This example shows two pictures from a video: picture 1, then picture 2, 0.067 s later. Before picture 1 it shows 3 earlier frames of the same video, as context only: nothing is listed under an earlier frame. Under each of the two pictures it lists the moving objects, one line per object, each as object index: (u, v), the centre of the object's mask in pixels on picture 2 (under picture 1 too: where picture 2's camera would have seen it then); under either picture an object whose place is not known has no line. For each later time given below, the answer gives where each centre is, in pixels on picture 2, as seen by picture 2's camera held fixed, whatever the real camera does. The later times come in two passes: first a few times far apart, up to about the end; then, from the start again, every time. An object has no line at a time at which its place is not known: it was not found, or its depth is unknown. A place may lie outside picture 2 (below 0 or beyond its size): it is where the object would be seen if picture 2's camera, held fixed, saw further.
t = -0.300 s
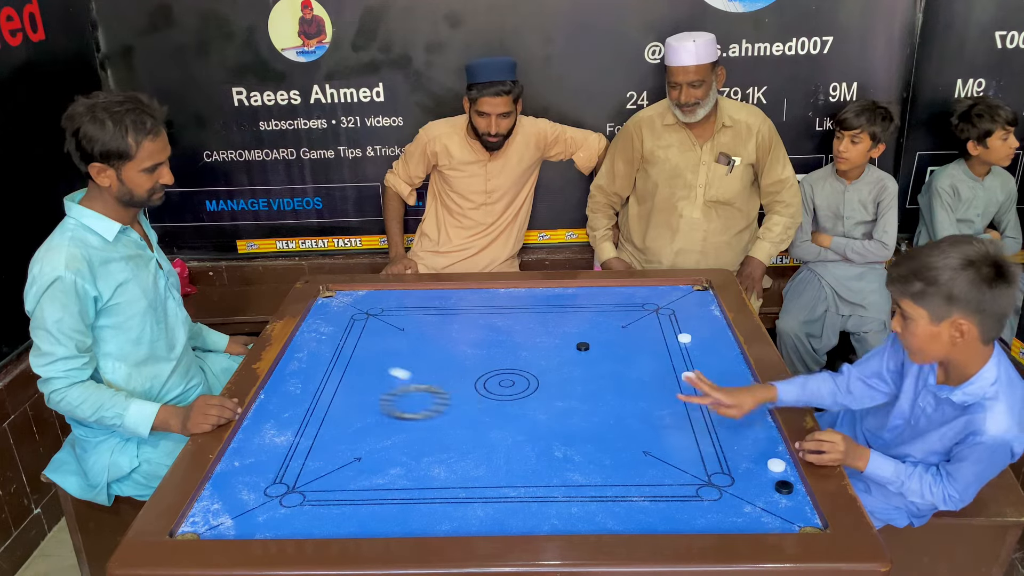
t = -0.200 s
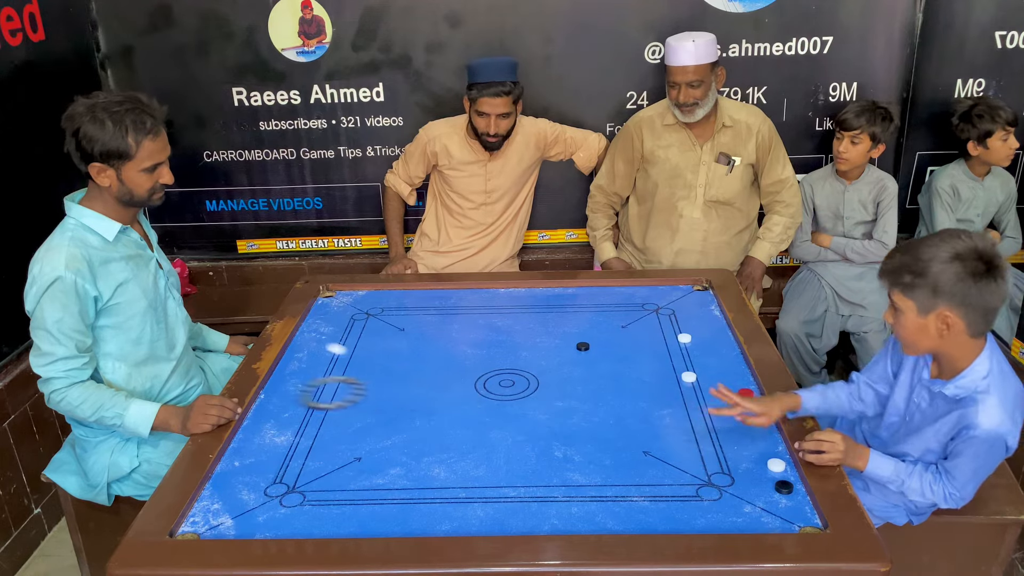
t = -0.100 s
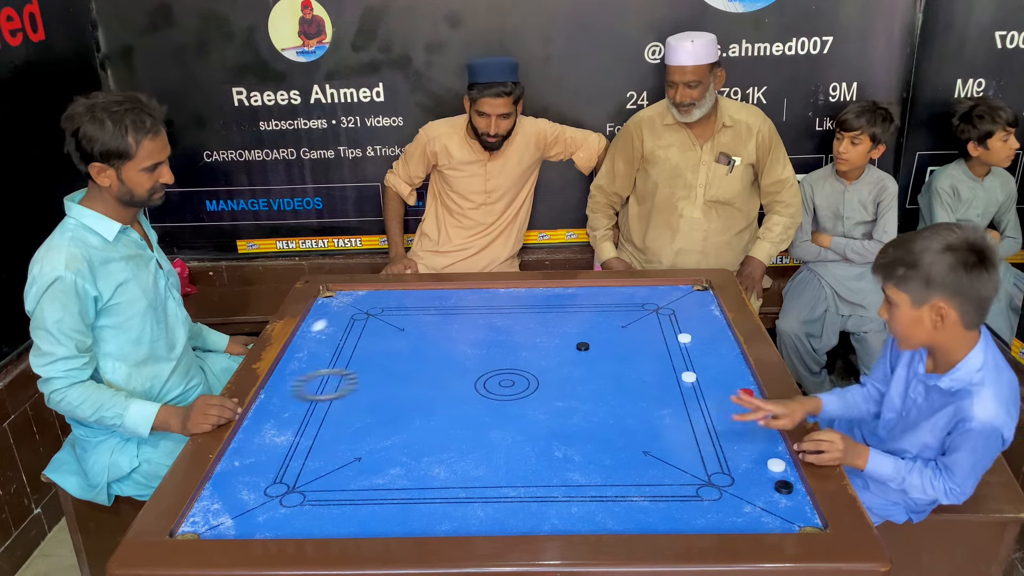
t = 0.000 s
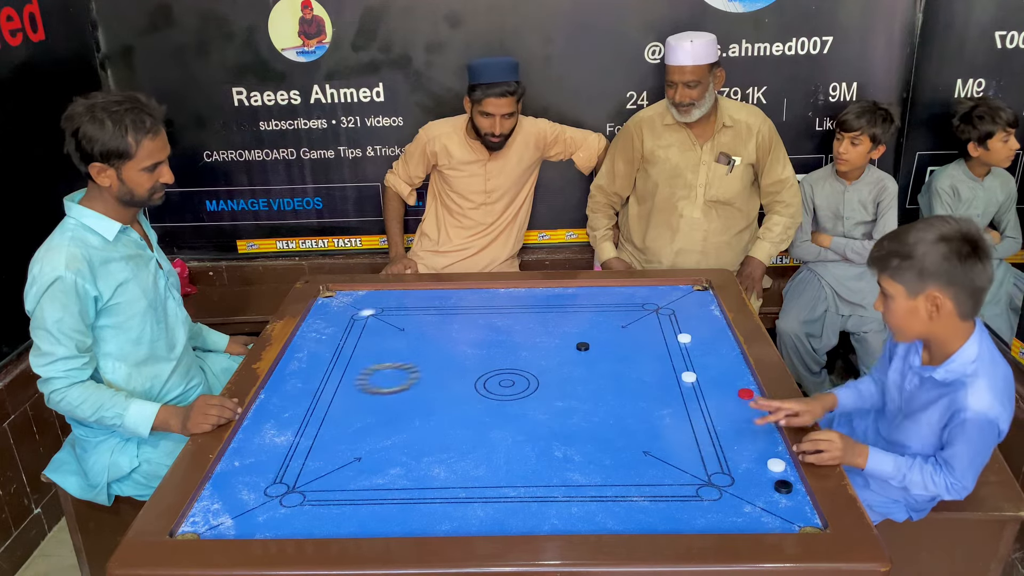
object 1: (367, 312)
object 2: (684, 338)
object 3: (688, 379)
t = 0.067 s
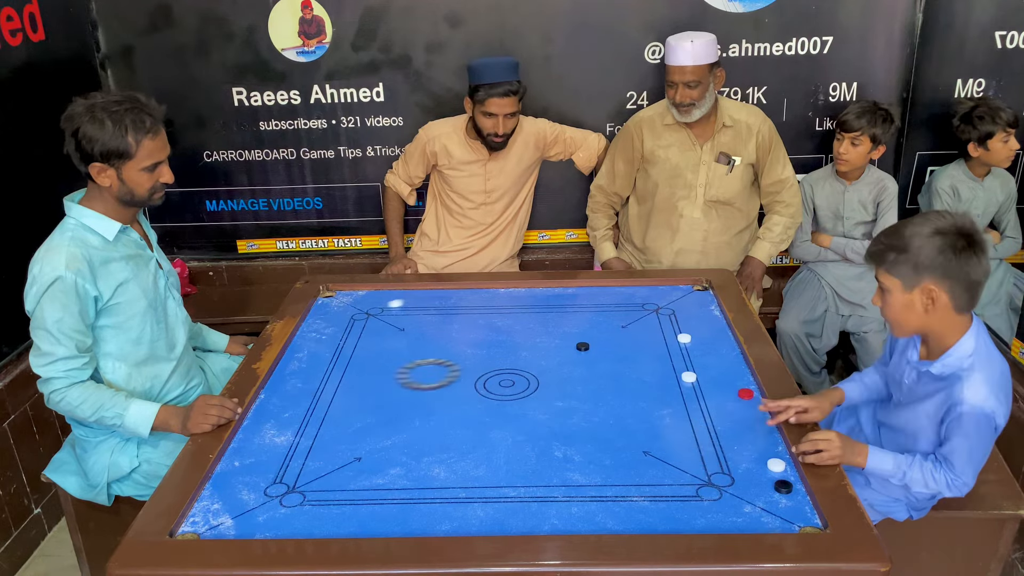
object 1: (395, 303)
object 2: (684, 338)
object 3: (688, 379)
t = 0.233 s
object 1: (452, 293)
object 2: (684, 338)
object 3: (688, 379)
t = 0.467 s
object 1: (509, 305)
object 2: (683, 338)
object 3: (688, 379)
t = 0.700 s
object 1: (568, 317)
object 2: (705, 319)
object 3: (688, 379)
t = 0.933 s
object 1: (630, 330)
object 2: (699, 301)
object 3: (688, 379)
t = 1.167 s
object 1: (692, 343)
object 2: (674, 286)
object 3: (688, 379)
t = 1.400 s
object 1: (726, 358)
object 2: (666, 294)
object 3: (688, 379)
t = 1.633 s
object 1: (697, 372)
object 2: (658, 303)
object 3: (685, 380)
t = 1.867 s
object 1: (691, 371)
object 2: (652, 310)
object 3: (661, 396)
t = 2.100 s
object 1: (683, 370)
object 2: (647, 317)
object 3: (635, 410)
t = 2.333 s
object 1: (675, 369)
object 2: (641, 323)
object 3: (608, 424)
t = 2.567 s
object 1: (668, 368)
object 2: (635, 327)
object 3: (583, 436)
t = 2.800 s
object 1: (662, 368)
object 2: (630, 330)
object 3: (558, 447)
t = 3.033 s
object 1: (659, 368)
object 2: (625, 332)
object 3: (535, 454)
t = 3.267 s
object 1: (657, 368)
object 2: (621, 334)
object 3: (516, 460)
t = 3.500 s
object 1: (657, 368)
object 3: (501, 464)
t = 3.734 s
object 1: (657, 368)
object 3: (491, 466)
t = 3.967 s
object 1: (657, 368)
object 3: (485, 466)
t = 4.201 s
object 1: (656, 368)
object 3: (483, 466)
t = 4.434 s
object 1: (657, 368)
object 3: (483, 466)
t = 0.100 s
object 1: (408, 299)
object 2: (684, 338)
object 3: (688, 379)
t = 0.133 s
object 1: (421, 295)
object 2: (684, 338)
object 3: (688, 379)
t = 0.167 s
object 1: (434, 291)
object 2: (684, 338)
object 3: (688, 379)
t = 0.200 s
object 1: (444, 291)
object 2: (684, 338)
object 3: (688, 379)
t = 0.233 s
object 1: (452, 293)
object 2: (684, 338)
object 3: (688, 379)
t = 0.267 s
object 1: (460, 294)
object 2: (684, 338)
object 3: (688, 379)
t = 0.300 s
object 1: (468, 296)
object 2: (683, 338)
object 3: (688, 378)
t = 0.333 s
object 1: (476, 298)
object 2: (683, 338)
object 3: (688, 379)
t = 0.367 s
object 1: (485, 299)
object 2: (683, 338)
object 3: (688, 379)
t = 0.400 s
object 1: (493, 301)
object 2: (683, 338)
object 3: (688, 379)
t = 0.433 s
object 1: (501, 303)
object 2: (683, 338)
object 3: (688, 379)
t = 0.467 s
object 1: (509, 305)
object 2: (683, 338)
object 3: (688, 379)
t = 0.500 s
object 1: (518, 307)
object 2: (683, 338)
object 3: (688, 379)
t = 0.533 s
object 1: (526, 308)
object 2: (684, 336)
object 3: (688, 379)
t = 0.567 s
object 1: (535, 310)
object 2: (688, 333)
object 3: (688, 379)
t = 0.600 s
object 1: (543, 312)
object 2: (693, 329)
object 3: (688, 379)
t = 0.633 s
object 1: (552, 314)
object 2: (697, 326)
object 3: (688, 379)
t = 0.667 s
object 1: (560, 315)
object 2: (701, 322)
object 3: (688, 379)
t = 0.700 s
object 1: (568, 317)
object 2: (705, 319)
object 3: (688, 379)
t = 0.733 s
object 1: (577, 319)
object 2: (709, 316)
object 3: (688, 379)
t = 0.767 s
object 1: (586, 321)
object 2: (712, 312)
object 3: (688, 379)
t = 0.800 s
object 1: (594, 323)
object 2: (715, 310)
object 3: (688, 379)
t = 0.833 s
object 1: (603, 325)
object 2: (711, 307)
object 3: (688, 379)
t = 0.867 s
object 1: (612, 327)
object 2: (707, 305)
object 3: (688, 379)
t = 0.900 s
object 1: (621, 328)
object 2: (703, 303)
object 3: (688, 379)
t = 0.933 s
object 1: (630, 330)
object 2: (699, 301)
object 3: (688, 379)
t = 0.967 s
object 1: (638, 332)
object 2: (695, 298)
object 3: (688, 379)
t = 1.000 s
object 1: (647, 334)
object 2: (692, 296)
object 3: (688, 379)
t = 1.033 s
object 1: (656, 336)
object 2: (688, 294)
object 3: (688, 378)
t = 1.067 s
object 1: (665, 337)
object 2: (685, 292)
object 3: (688, 379)
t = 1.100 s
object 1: (674, 339)
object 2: (681, 290)
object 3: (689, 379)
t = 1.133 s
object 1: (683, 341)
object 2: (678, 288)
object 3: (688, 379)
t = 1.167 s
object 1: (692, 343)
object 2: (674, 286)
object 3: (688, 379)
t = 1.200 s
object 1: (701, 345)
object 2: (672, 286)
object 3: (688, 379)
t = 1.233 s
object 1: (710, 347)
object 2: (671, 287)
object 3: (688, 379)
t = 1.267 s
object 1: (719, 349)
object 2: (670, 289)
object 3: (688, 379)
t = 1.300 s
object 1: (728, 351)
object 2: (669, 290)
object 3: (688, 379)
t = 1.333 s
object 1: (734, 353)
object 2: (668, 292)
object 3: (688, 379)
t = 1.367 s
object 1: (730, 355)
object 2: (667, 293)
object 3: (688, 379)
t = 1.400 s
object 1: (726, 358)
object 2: (666, 294)
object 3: (688, 379)
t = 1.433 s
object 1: (721, 360)
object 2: (665, 296)
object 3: (688, 378)
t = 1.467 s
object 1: (716, 363)
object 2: (663, 297)
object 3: (688, 378)
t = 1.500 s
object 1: (712, 365)
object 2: (662, 298)
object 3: (688, 378)
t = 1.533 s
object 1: (707, 367)
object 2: (661, 299)
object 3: (688, 378)
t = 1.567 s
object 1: (703, 370)
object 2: (661, 300)
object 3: (688, 378)
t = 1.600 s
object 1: (699, 372)
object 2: (659, 302)
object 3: (688, 379)
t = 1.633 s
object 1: (697, 372)
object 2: (658, 303)
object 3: (685, 380)
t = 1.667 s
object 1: (696, 372)
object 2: (657, 304)
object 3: (682, 383)
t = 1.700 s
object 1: (695, 372)
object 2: (657, 305)
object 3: (678, 385)
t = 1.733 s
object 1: (694, 371)
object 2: (656, 306)
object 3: (675, 387)
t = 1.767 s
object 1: (693, 371)
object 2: (655, 307)
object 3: (671, 390)
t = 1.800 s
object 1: (692, 371)
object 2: (654, 308)
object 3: (668, 392)
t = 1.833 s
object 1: (691, 371)
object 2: (653, 309)
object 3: (664, 394)
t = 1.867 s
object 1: (691, 371)
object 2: (652, 310)
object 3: (661, 396)
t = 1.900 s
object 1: (690, 371)
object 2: (651, 311)
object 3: (657, 398)
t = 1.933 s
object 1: (689, 371)
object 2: (651, 312)
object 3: (653, 400)
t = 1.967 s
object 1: (688, 370)
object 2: (650, 313)
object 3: (650, 402)
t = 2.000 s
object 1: (686, 370)
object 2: (649, 314)
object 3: (646, 405)
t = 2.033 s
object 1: (685, 370)
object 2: (648, 315)
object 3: (642, 407)
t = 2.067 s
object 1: (684, 370)
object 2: (647, 316)
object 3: (639, 409)
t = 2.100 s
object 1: (683, 370)
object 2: (647, 317)
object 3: (635, 410)
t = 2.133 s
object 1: (682, 370)
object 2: (646, 318)
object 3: (631, 413)
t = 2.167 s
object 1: (681, 369)
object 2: (645, 319)
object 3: (627, 415)
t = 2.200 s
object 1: (680, 369)
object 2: (644, 320)
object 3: (623, 417)
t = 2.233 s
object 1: (678, 369)
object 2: (643, 320)
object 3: (619, 418)
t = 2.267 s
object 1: (677, 369)
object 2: (643, 321)
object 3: (615, 420)
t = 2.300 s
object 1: (676, 369)
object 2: (642, 322)
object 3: (612, 422)
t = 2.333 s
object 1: (675, 369)
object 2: (641, 323)
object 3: (608, 424)
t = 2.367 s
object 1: (674, 369)
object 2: (640, 323)
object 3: (605, 426)
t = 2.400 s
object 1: (672, 369)
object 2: (639, 324)
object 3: (601, 427)
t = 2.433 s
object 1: (672, 368)
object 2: (638, 324)
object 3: (597, 429)
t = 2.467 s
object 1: (671, 368)
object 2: (638, 325)
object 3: (594, 431)
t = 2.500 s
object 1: (670, 368)
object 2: (637, 326)
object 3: (590, 432)
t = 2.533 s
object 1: (669, 368)
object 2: (636, 326)
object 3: (586, 434)
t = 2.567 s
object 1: (668, 368)
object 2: (635, 327)
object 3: (583, 436)
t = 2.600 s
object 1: (667, 368)
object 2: (634, 327)
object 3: (579, 438)
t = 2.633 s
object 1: (666, 368)
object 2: (634, 328)
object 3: (575, 439)
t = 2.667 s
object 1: (665, 368)
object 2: (633, 328)
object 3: (572, 440)
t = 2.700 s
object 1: (665, 368)
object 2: (632, 328)
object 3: (568, 442)
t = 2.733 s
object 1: (664, 367)
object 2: (631, 329)
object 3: (565, 443)
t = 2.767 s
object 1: (663, 368)
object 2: (631, 329)
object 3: (561, 445)
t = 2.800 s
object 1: (662, 368)
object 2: (630, 330)
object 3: (558, 447)
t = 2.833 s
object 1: (661, 368)
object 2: (629, 330)
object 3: (554, 448)
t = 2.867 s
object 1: (661, 368)
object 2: (629, 330)
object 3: (551, 449)
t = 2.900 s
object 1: (661, 368)
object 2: (628, 331)
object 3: (548, 450)
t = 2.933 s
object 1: (660, 368)
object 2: (627, 331)
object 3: (544, 451)
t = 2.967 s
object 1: (660, 368)
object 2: (627, 332)
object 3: (541, 452)
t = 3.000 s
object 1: (660, 368)
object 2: (626, 332)
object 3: (538, 453)
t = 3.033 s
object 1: (659, 368)
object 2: (625, 332)
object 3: (535, 454)
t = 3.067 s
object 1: (659, 368)
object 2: (625, 333)
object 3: (532, 455)
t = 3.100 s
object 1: (659, 368)
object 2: (624, 333)
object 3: (529, 456)
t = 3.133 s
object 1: (658, 368)
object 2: (624, 333)
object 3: (526, 457)
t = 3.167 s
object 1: (658, 368)
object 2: (623, 333)
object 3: (523, 458)
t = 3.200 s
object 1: (658, 368)
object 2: (623, 334)
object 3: (521, 459)
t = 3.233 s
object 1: (657, 368)
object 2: (622, 334)
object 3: (518, 460)
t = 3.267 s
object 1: (657, 368)
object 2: (621, 334)
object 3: (516, 460)
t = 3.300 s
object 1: (657, 368)
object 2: (621, 334)
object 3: (513, 461)
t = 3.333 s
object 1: (657, 368)
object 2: (620, 335)
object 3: (511, 462)
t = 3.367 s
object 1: (657, 368)
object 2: (620, 335)
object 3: (509, 462)
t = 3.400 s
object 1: (657, 368)
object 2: (619, 335)
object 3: (507, 463)
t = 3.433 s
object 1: (657, 368)
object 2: (619, 335)
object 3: (505, 463)
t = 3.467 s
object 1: (657, 368)
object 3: (503, 464)
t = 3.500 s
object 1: (657, 368)
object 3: (501, 464)
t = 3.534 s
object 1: (657, 368)
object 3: (500, 464)
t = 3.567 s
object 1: (657, 368)
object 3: (498, 465)
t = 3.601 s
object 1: (657, 368)
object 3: (496, 465)
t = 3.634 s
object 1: (657, 368)
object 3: (495, 465)
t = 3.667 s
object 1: (657, 368)
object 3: (493, 466)
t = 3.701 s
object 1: (657, 368)
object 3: (492, 466)
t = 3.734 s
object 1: (657, 368)
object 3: (491, 466)
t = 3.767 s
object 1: (657, 368)
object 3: (490, 466)
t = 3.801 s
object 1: (656, 368)
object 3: (489, 466)
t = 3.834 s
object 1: (656, 368)
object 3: (488, 466)
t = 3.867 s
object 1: (656, 368)
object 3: (487, 466)
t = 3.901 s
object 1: (657, 368)
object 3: (486, 467)
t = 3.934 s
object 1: (657, 368)
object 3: (486, 466)
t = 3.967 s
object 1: (657, 368)
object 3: (485, 466)
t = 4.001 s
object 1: (657, 368)
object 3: (485, 466)
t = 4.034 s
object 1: (657, 368)
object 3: (484, 466)
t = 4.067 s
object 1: (657, 368)
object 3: (484, 466)
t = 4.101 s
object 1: (656, 368)
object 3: (483, 466)
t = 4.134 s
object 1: (657, 368)
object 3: (483, 466)
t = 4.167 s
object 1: (657, 368)
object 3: (483, 466)
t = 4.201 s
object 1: (656, 368)
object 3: (483, 466)
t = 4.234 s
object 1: (657, 368)
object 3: (483, 466)
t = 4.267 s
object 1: (657, 368)
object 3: (483, 466)
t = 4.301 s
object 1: (657, 368)
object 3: (483, 466)
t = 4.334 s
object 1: (657, 368)
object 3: (483, 466)
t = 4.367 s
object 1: (657, 368)
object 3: (483, 466)
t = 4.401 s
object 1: (657, 368)
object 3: (483, 466)
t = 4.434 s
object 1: (657, 368)
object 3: (483, 466)
